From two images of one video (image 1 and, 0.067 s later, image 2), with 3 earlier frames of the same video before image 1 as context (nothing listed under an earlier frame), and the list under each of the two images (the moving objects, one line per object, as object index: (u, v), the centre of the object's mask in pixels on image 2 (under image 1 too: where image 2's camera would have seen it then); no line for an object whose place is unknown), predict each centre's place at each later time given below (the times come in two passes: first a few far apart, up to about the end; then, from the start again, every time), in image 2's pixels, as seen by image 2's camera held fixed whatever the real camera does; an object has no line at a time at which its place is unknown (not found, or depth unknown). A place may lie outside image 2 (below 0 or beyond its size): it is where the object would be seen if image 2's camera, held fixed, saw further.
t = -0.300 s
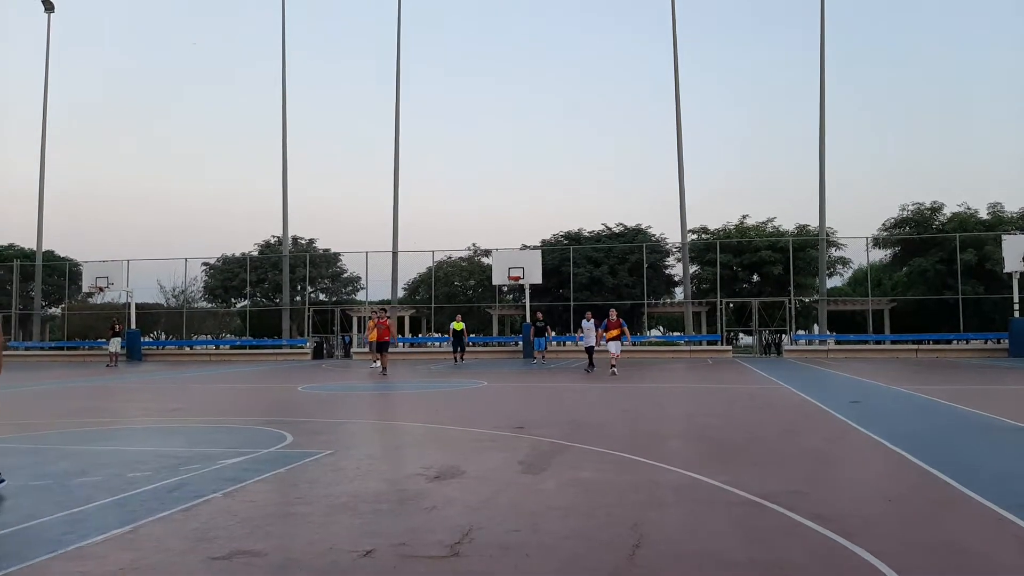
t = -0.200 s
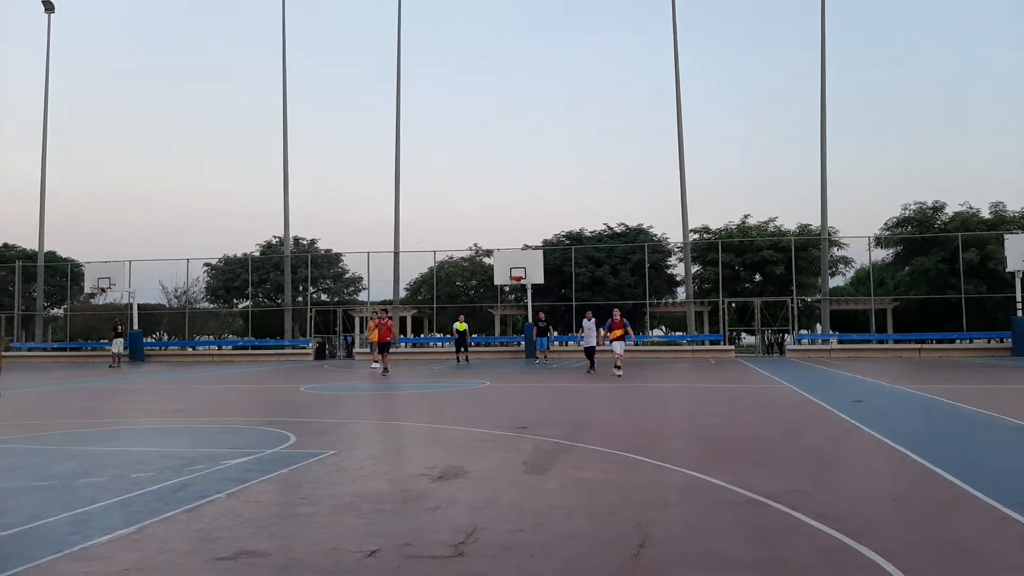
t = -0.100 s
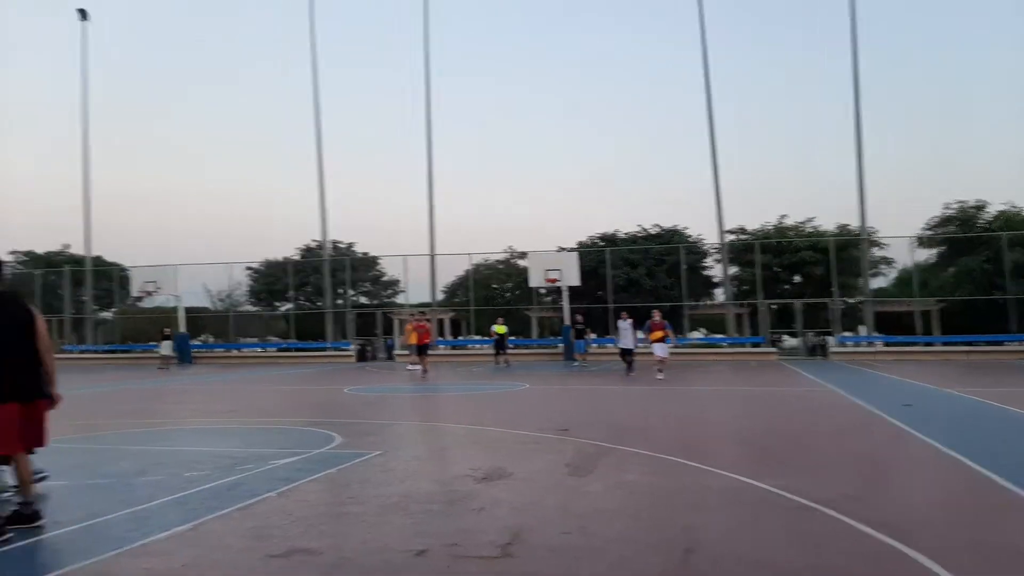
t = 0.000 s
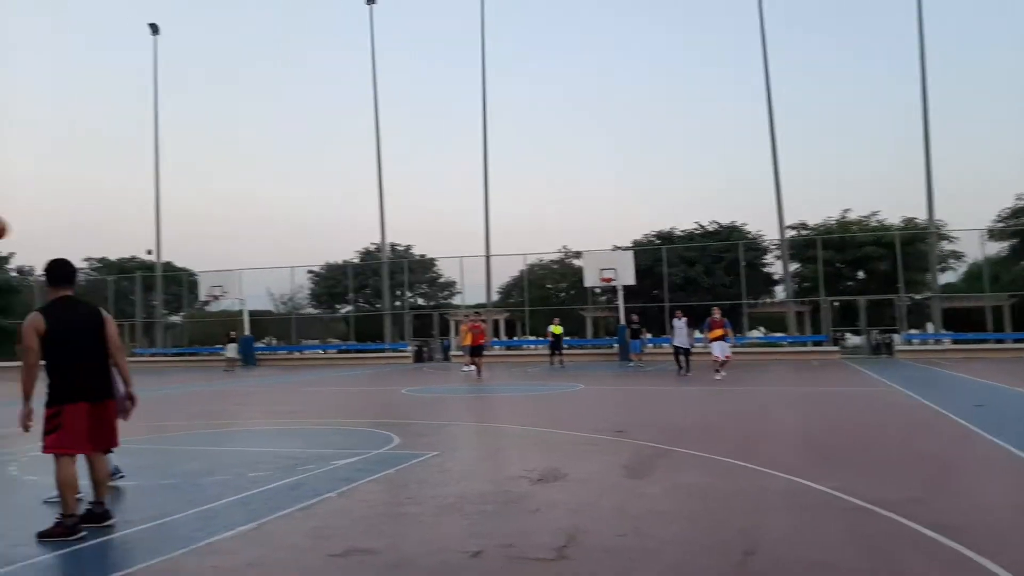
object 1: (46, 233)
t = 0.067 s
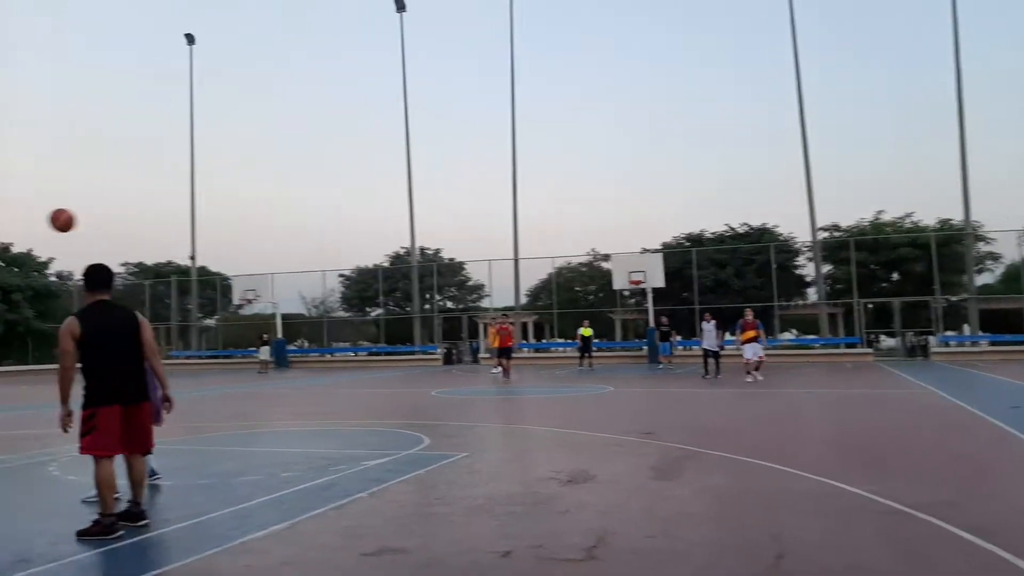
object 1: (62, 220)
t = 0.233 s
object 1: (128, 208)
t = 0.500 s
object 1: (218, 241)
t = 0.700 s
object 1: (271, 296)
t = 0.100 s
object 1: (76, 215)
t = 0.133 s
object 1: (89, 211)
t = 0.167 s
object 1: (103, 209)
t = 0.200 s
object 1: (116, 208)
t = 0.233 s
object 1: (128, 208)
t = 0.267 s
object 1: (139, 208)
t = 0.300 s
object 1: (151, 211)
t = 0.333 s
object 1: (163, 214)
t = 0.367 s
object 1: (175, 218)
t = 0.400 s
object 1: (186, 223)
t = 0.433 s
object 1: (197, 228)
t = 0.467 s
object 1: (207, 234)
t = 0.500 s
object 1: (218, 241)
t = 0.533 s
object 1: (227, 249)
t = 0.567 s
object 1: (237, 257)
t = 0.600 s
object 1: (246, 266)
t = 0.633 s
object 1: (255, 275)
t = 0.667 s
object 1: (263, 286)
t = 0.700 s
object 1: (271, 296)
